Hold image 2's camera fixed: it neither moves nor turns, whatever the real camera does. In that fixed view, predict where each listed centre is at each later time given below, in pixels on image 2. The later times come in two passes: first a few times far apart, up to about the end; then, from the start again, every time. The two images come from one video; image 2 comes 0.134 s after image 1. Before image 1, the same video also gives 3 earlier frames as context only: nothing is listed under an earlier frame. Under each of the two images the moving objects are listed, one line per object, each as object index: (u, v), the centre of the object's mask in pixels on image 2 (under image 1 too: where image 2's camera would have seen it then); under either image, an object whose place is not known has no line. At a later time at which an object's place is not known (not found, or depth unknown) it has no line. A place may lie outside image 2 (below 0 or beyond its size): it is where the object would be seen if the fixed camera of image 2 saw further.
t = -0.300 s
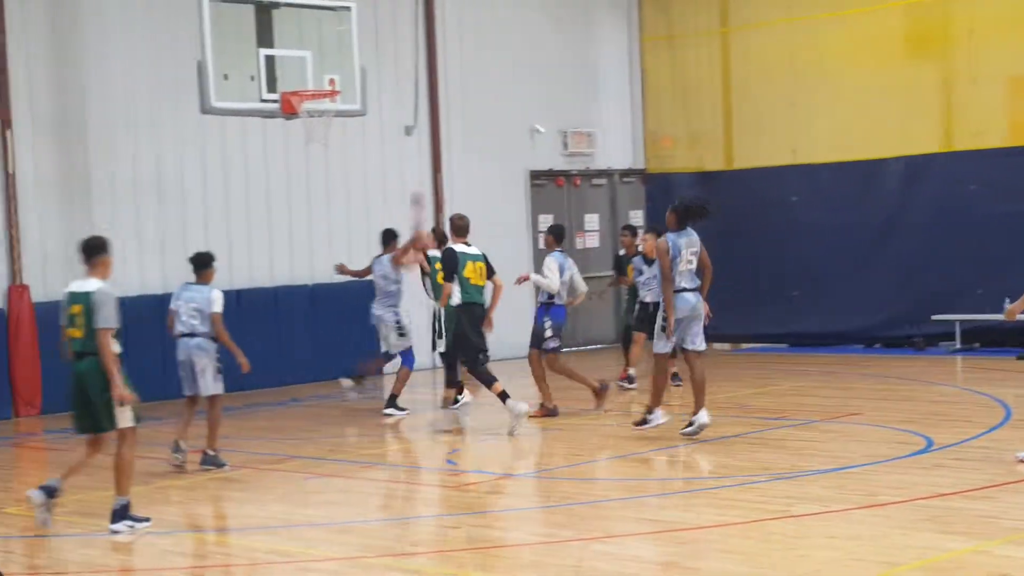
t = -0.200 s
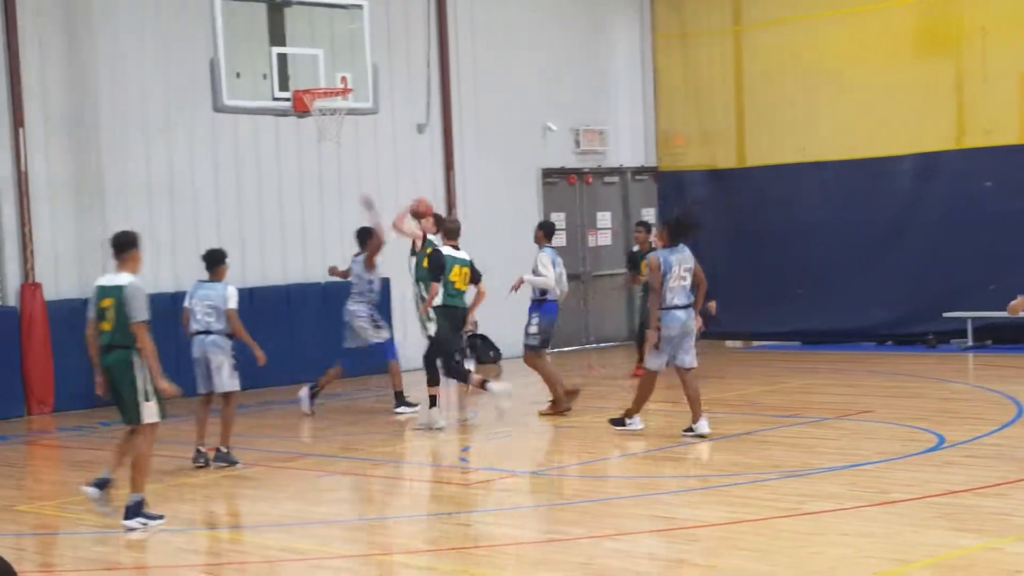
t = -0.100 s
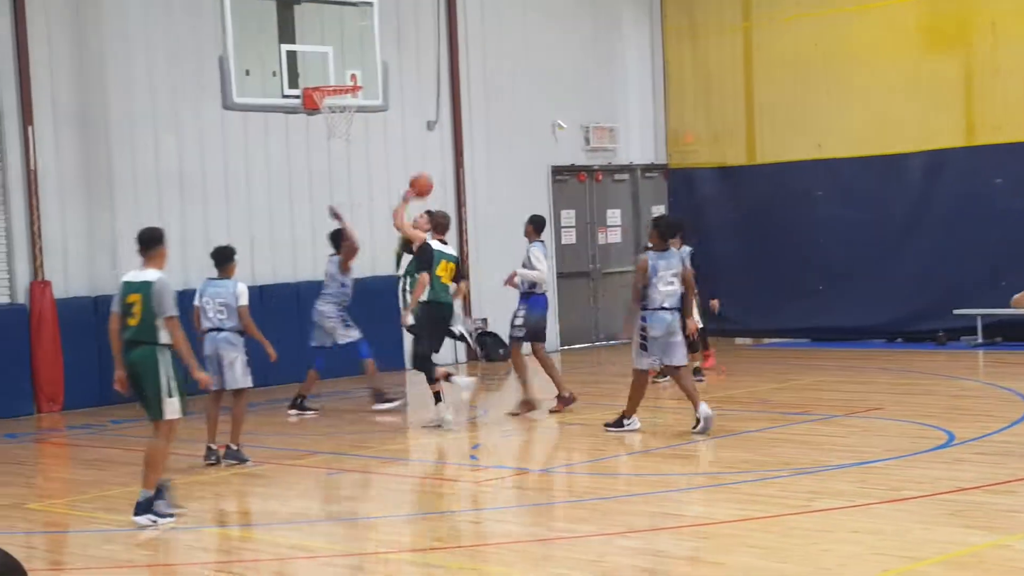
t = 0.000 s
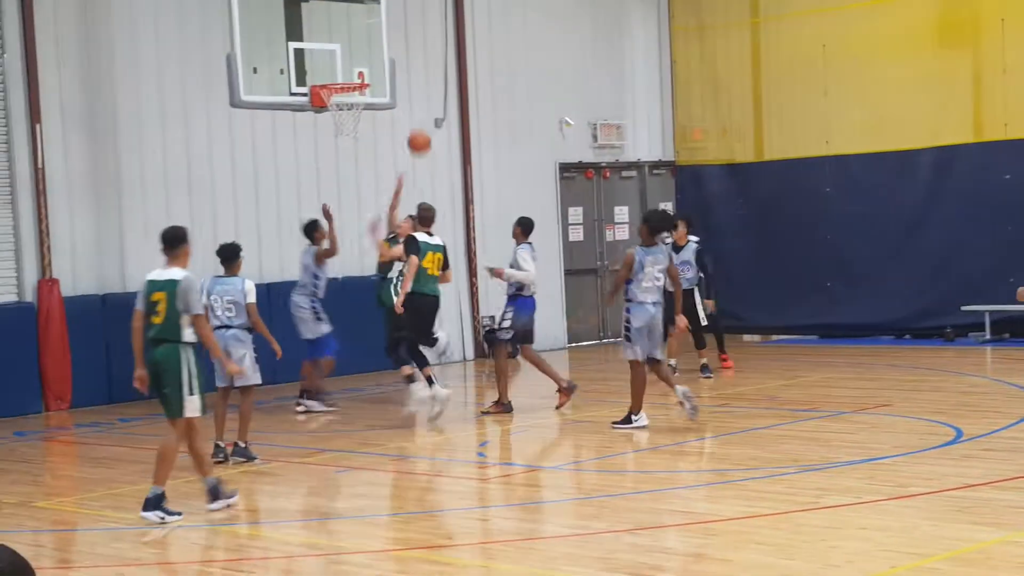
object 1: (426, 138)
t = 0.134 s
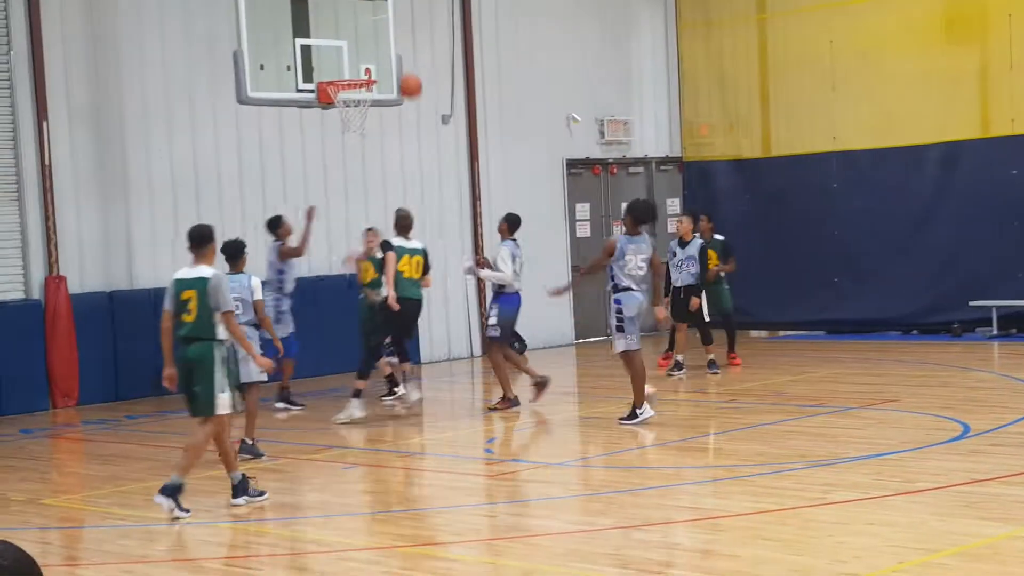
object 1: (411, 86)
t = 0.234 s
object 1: (399, 57)
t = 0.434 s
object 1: (376, 28)
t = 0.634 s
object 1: (355, 42)
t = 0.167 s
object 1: (407, 75)
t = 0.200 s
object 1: (403, 65)
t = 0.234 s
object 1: (399, 57)
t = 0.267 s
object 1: (395, 49)
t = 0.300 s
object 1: (392, 43)
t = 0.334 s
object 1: (387, 38)
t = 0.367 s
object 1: (384, 34)
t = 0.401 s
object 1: (380, 31)
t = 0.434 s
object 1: (376, 28)
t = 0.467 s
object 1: (373, 27)
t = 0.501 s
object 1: (369, 28)
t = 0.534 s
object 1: (366, 30)
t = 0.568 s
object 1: (362, 32)
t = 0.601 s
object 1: (358, 36)
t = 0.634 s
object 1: (355, 42)
